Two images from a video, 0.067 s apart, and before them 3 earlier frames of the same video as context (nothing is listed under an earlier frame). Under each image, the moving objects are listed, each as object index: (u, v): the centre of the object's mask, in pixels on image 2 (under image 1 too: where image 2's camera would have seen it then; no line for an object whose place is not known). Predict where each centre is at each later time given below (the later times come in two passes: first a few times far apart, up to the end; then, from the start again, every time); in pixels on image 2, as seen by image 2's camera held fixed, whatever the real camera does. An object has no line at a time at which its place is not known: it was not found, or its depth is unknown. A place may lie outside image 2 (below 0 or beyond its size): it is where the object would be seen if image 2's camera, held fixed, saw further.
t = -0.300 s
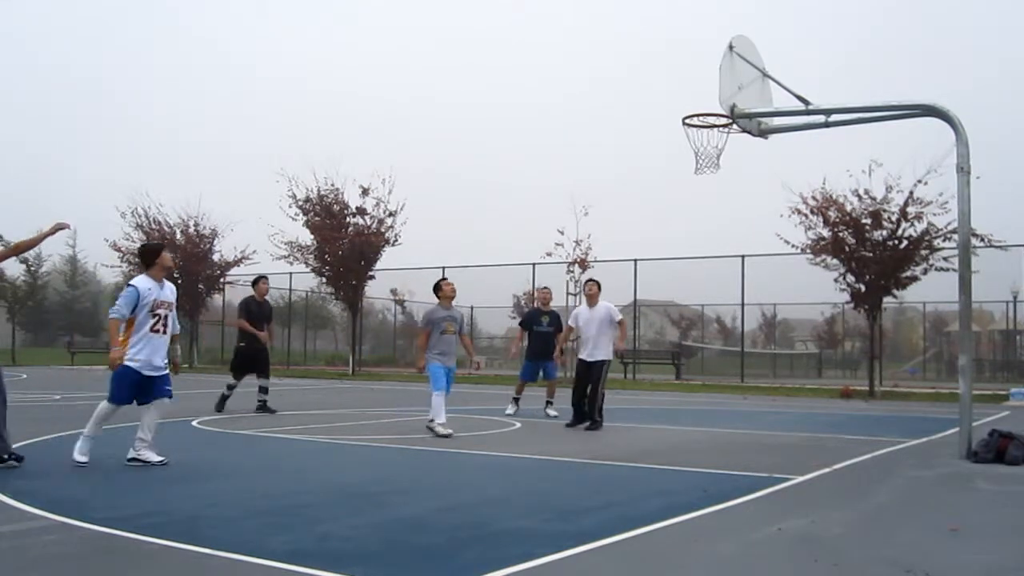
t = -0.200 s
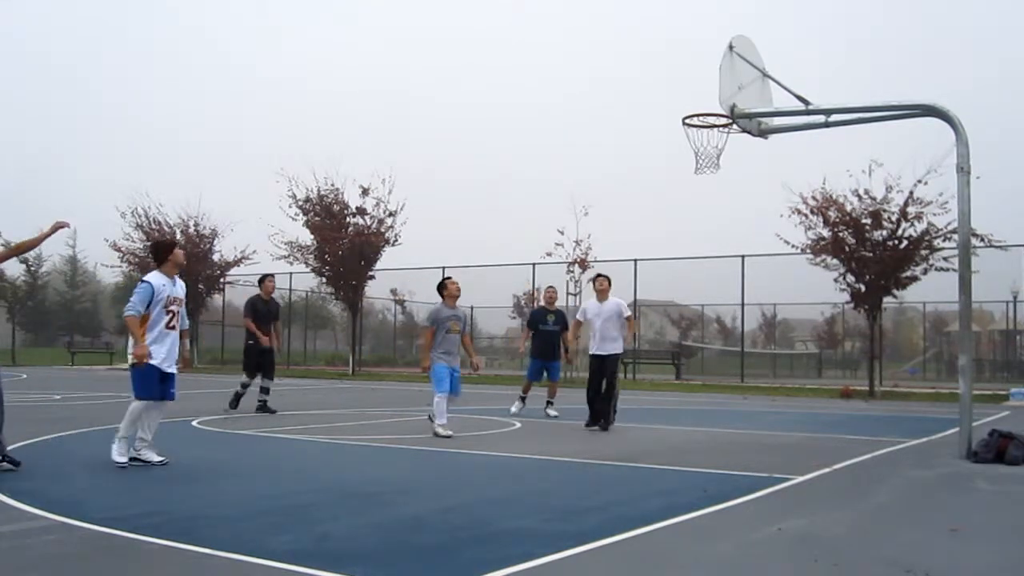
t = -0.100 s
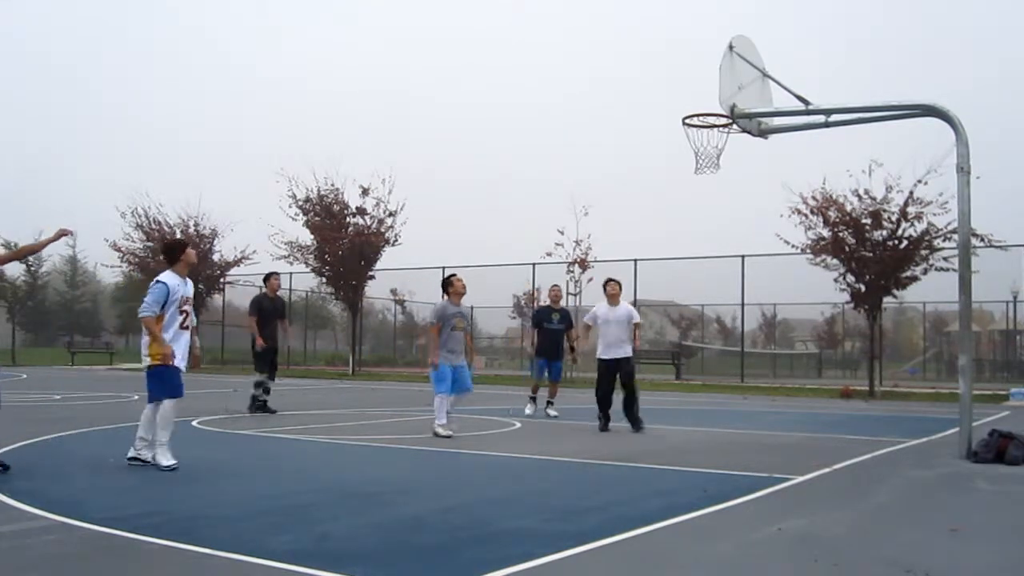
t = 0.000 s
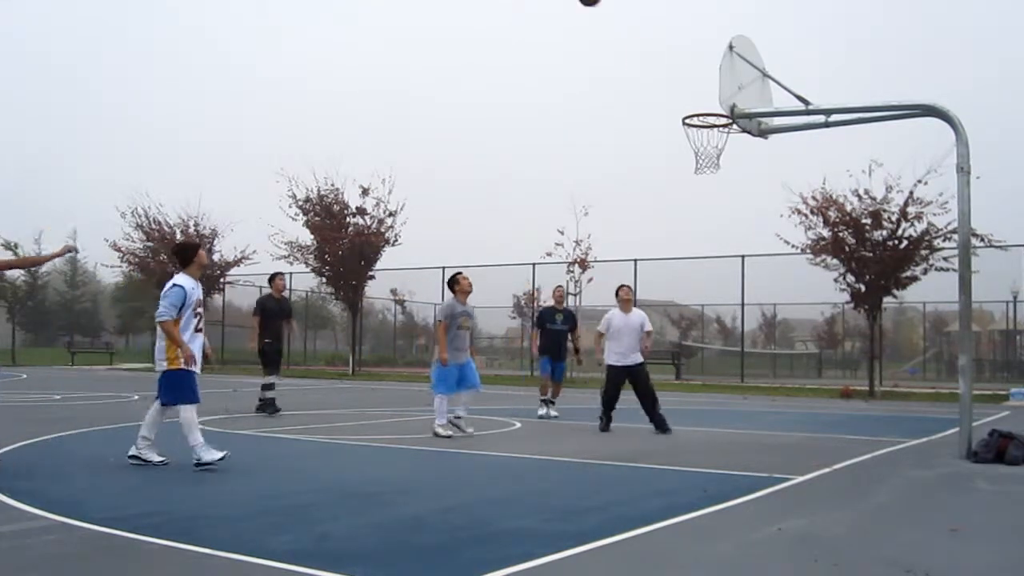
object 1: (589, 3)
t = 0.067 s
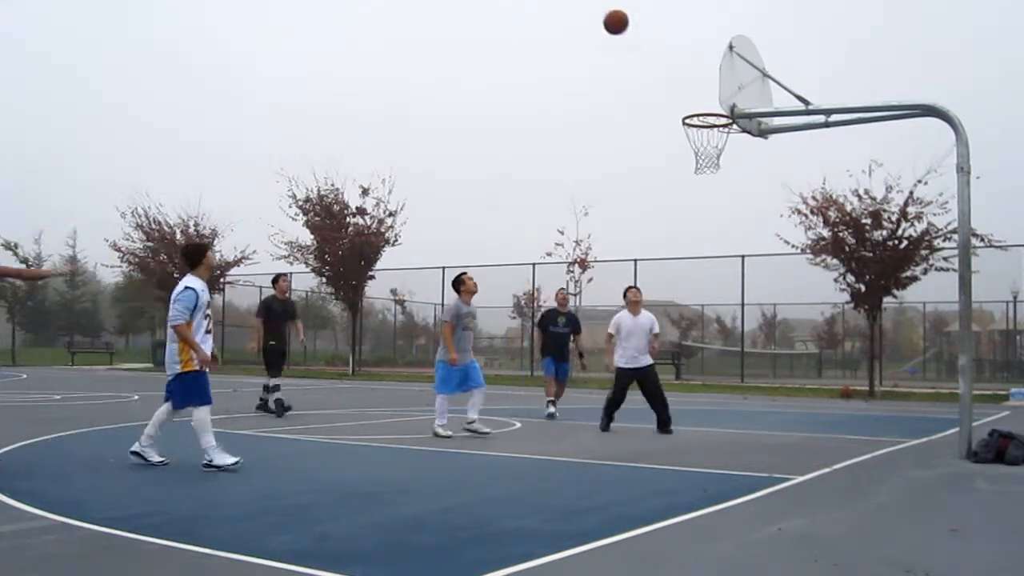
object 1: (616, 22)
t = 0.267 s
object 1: (674, 99)
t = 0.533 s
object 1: (635, 46)
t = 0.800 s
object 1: (599, 63)
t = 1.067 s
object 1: (563, 145)
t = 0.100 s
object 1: (628, 37)
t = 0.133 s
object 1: (641, 54)
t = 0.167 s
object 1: (653, 72)
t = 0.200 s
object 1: (666, 90)
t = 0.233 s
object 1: (678, 109)
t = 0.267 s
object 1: (674, 99)
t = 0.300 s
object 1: (669, 88)
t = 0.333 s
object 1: (664, 79)
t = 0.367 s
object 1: (659, 70)
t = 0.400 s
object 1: (654, 63)
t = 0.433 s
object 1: (650, 57)
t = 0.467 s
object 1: (645, 52)
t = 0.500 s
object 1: (640, 48)
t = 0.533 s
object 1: (635, 46)
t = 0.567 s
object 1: (631, 44)
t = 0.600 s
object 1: (626, 43)
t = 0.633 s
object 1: (622, 44)
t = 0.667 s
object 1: (617, 46)
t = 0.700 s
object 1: (612, 49)
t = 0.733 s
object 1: (608, 52)
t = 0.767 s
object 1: (603, 57)
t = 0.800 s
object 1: (599, 63)
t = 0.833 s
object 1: (594, 69)
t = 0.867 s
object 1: (590, 77)
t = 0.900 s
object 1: (585, 86)
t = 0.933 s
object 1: (581, 96)
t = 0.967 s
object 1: (577, 106)
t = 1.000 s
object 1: (572, 118)
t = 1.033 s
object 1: (568, 131)
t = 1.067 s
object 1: (563, 145)
